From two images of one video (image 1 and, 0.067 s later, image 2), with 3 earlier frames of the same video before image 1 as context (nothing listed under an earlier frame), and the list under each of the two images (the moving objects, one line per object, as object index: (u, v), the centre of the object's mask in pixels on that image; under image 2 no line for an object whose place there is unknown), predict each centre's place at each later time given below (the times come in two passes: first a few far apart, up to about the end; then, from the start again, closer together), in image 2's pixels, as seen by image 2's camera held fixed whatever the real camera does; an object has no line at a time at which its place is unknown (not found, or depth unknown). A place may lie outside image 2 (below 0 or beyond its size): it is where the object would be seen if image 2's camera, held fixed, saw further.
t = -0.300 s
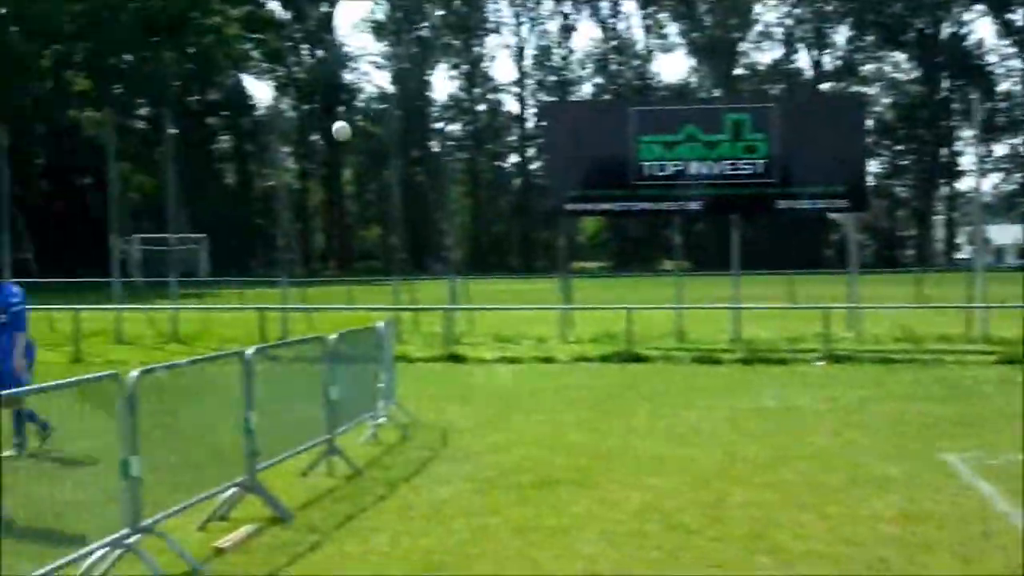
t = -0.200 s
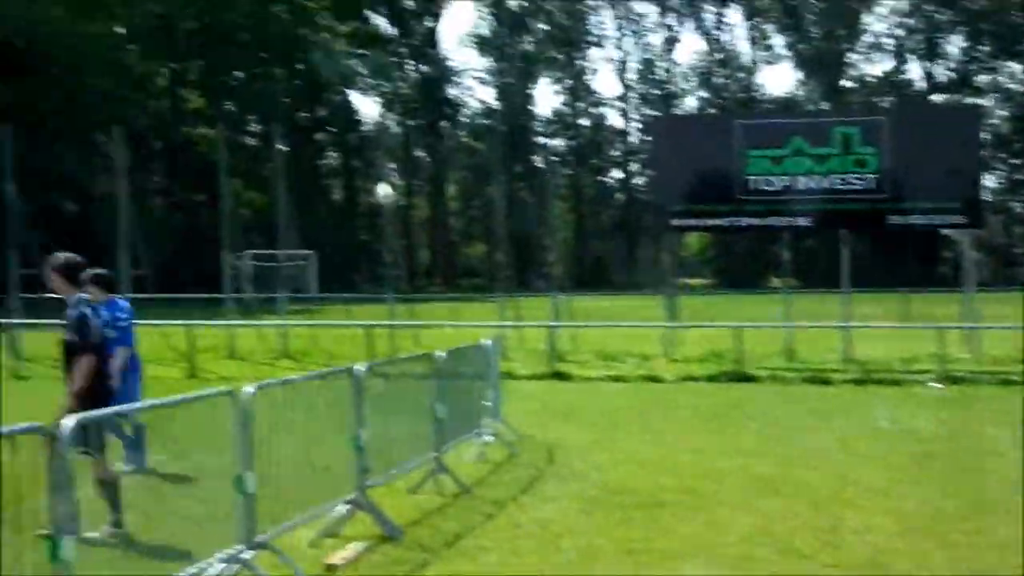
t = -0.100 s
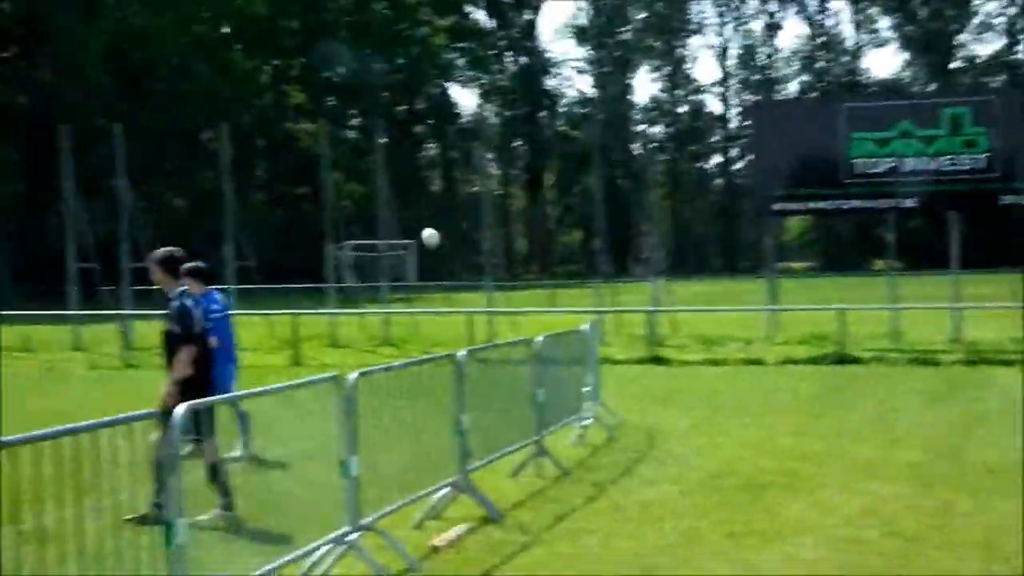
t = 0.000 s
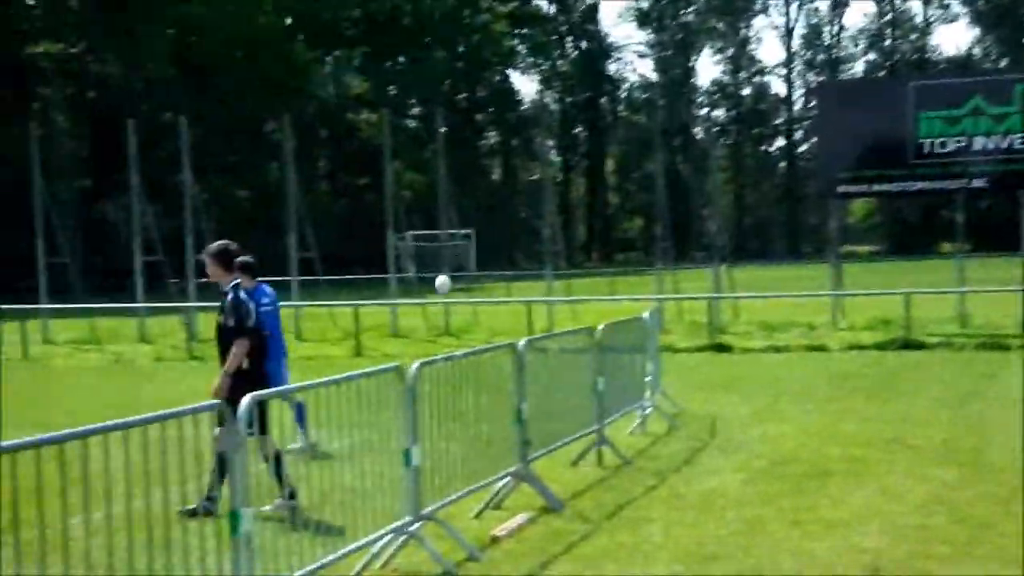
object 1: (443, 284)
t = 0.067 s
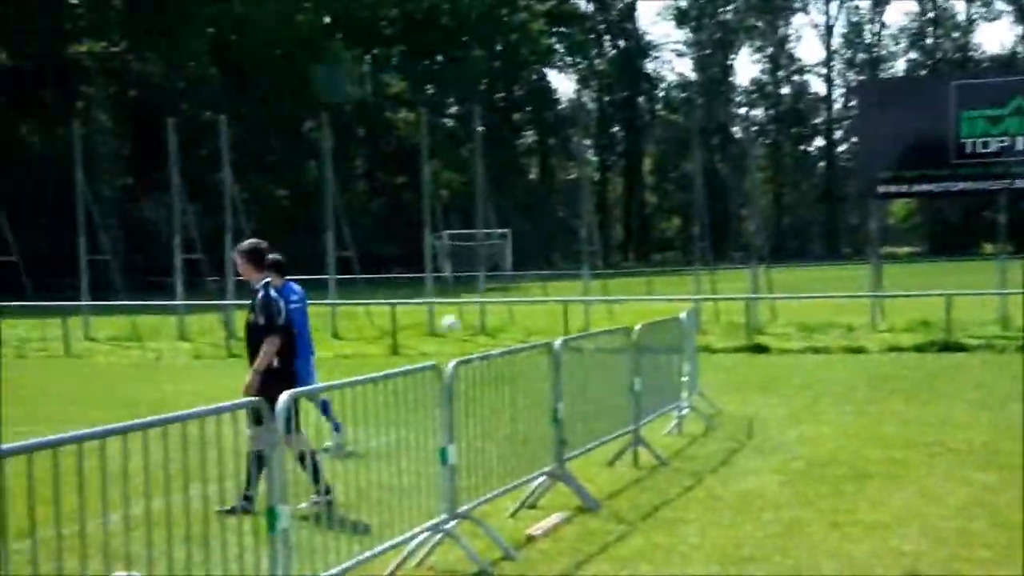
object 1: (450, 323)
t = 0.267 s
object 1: (397, 327)
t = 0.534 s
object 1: (368, 255)
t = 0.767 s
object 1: (351, 236)
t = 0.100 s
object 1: (434, 344)
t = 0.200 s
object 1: (405, 355)
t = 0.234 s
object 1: (401, 341)
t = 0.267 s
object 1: (397, 327)
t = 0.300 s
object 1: (393, 313)
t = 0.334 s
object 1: (389, 301)
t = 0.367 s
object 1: (386, 292)
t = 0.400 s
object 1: (382, 283)
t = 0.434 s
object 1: (377, 275)
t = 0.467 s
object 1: (373, 266)
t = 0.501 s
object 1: (371, 261)
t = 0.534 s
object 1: (368, 255)
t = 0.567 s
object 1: (366, 250)
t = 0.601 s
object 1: (362, 245)
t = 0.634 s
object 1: (360, 242)
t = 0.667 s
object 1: (357, 240)
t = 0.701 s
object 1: (354, 238)
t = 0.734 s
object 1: (352, 236)
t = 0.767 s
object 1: (351, 236)
